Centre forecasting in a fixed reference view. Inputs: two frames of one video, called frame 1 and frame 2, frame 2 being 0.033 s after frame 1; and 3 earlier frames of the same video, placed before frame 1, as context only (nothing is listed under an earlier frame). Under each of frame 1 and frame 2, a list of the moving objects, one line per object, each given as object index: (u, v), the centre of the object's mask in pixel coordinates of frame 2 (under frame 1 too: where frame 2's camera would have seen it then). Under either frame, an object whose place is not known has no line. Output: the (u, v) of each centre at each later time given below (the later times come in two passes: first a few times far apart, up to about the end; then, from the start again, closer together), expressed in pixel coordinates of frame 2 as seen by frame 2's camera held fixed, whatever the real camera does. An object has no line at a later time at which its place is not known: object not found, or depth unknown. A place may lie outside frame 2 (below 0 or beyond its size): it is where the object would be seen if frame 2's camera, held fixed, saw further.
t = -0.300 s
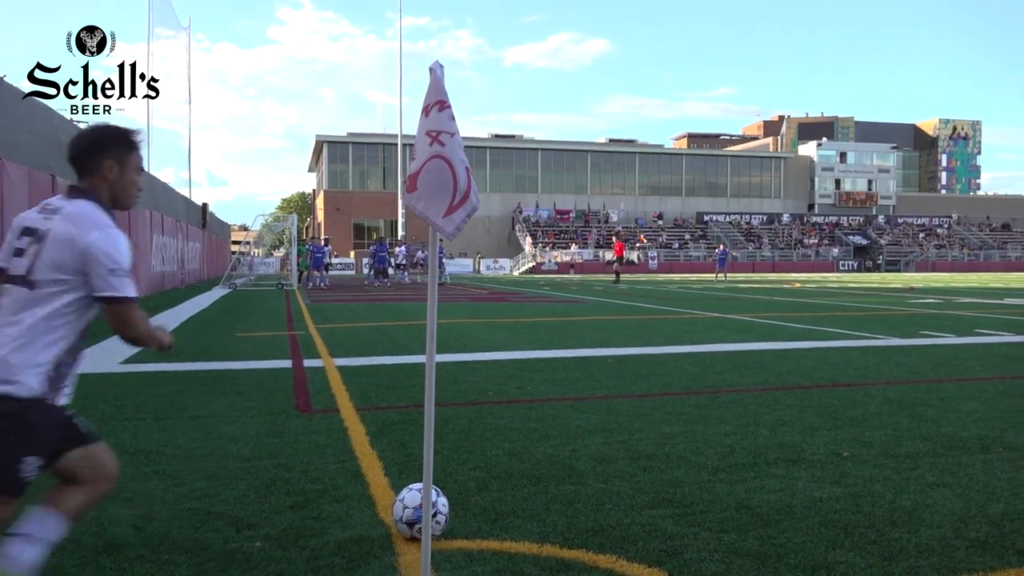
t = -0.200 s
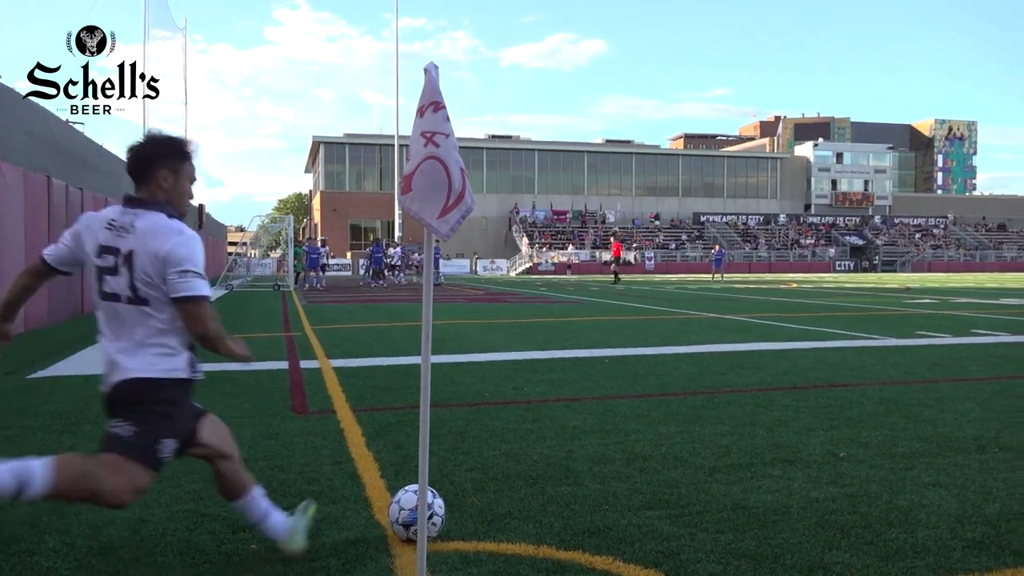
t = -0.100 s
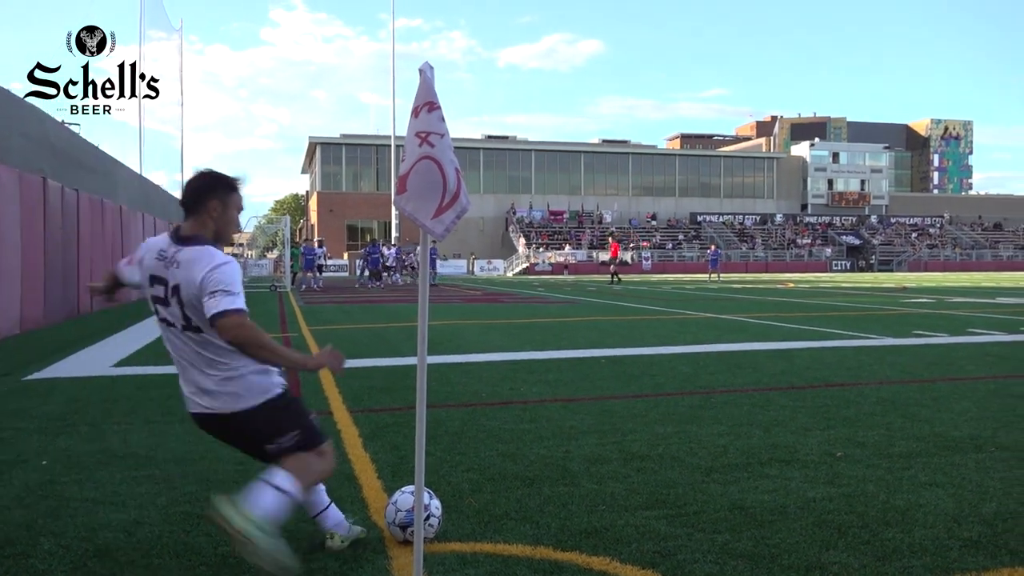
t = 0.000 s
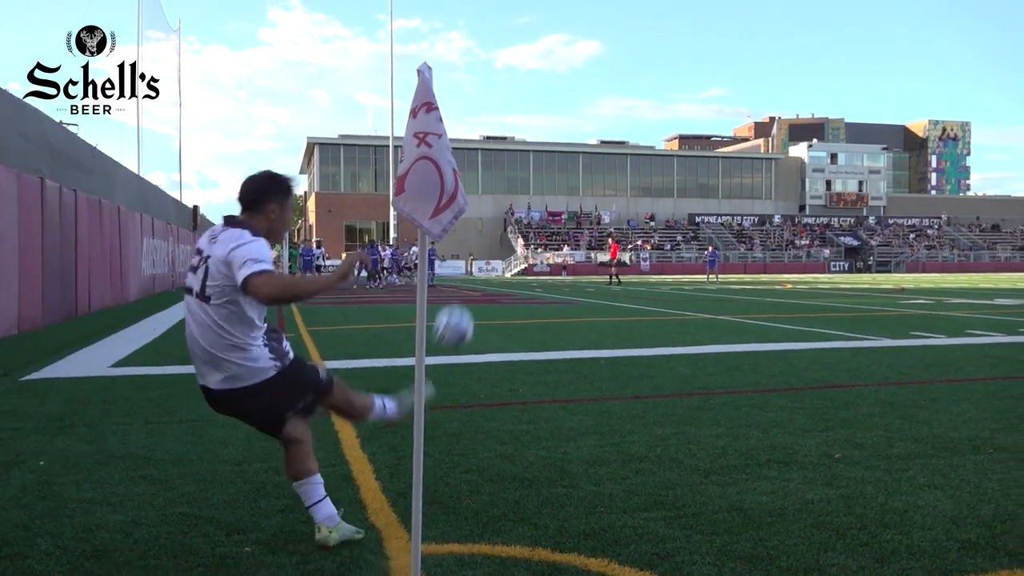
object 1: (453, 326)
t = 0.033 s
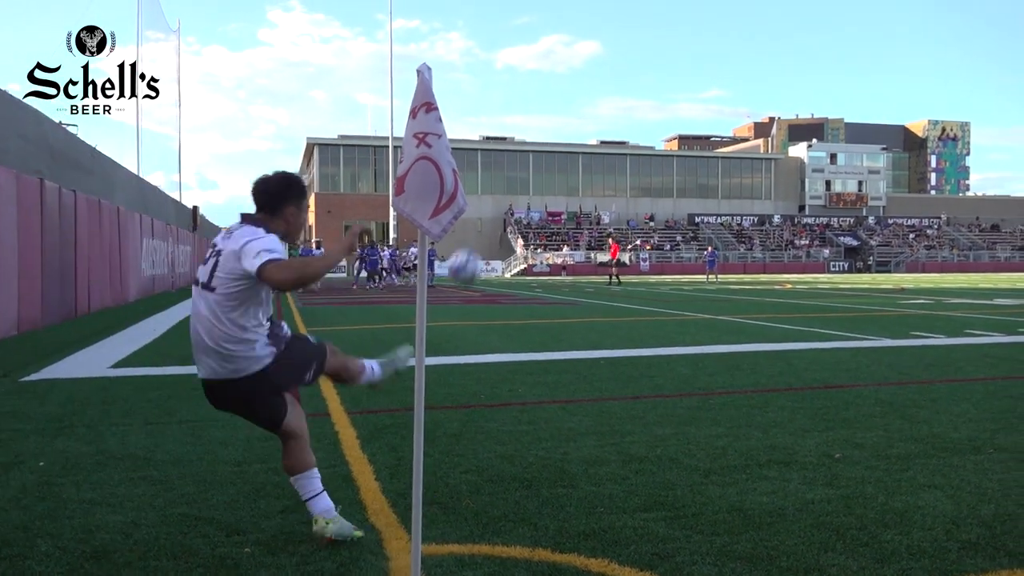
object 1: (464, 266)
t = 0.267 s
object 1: (481, 110)
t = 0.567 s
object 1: (463, 92)
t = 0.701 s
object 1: (452, 103)
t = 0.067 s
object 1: (473, 223)
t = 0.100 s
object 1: (476, 190)
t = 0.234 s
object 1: (481, 119)
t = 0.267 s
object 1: (481, 110)
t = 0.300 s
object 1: (480, 103)
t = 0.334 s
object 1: (479, 98)
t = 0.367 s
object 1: (477, 95)
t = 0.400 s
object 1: (475, 92)
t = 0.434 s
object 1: (473, 91)
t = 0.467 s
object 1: (471, 90)
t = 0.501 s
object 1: (468, 90)
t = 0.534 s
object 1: (466, 91)
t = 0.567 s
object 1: (463, 92)
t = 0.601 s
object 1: (460, 95)
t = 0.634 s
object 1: (458, 97)
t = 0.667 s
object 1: (455, 99)
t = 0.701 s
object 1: (452, 103)
